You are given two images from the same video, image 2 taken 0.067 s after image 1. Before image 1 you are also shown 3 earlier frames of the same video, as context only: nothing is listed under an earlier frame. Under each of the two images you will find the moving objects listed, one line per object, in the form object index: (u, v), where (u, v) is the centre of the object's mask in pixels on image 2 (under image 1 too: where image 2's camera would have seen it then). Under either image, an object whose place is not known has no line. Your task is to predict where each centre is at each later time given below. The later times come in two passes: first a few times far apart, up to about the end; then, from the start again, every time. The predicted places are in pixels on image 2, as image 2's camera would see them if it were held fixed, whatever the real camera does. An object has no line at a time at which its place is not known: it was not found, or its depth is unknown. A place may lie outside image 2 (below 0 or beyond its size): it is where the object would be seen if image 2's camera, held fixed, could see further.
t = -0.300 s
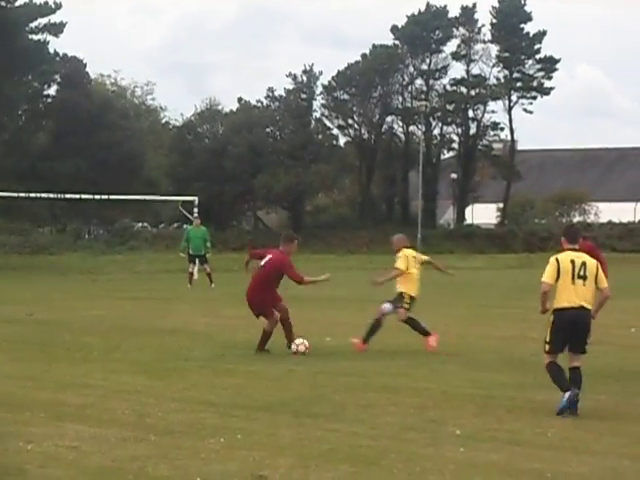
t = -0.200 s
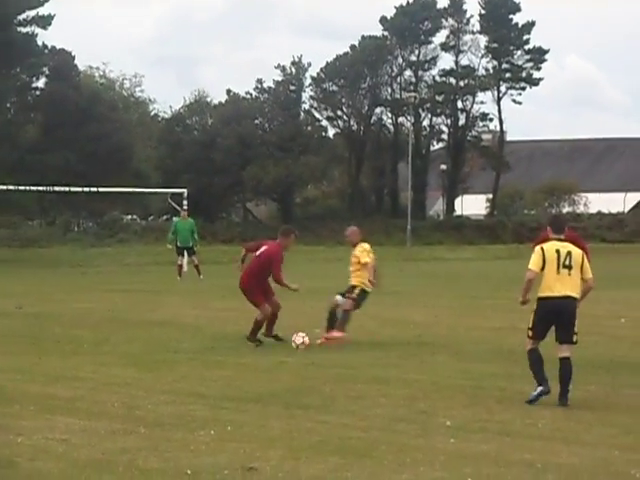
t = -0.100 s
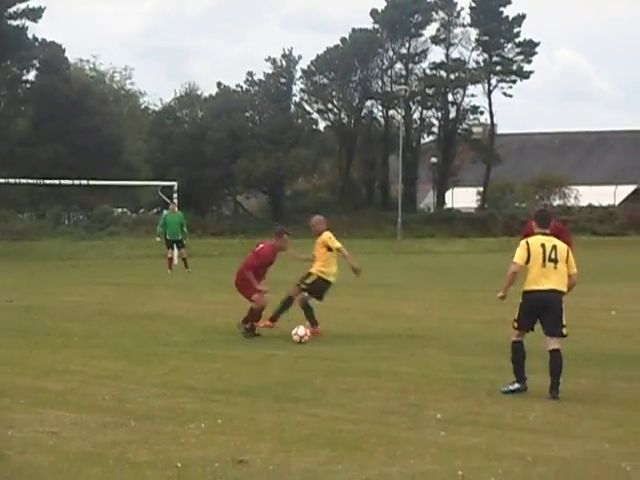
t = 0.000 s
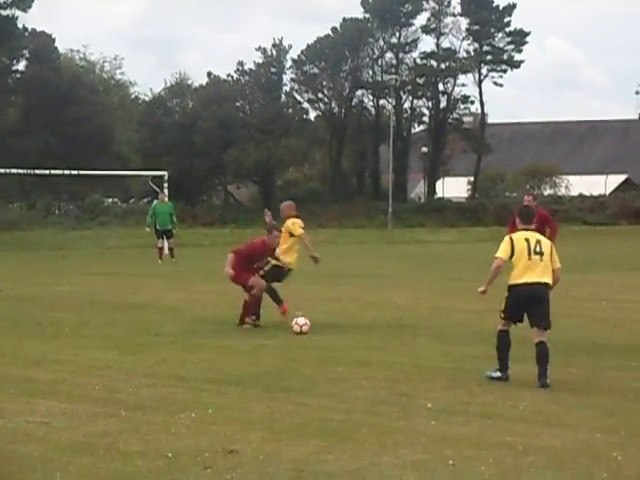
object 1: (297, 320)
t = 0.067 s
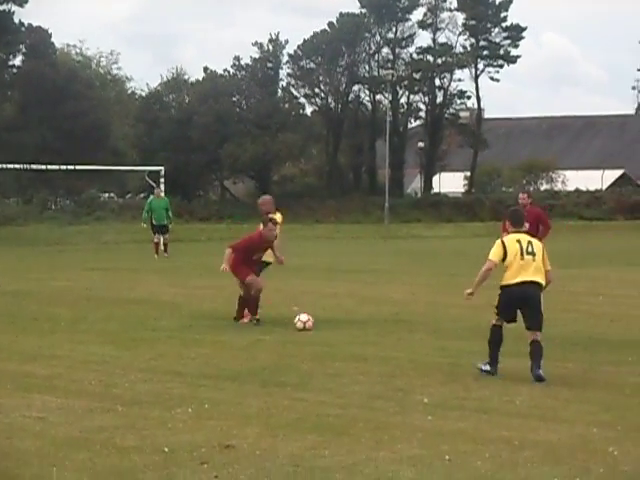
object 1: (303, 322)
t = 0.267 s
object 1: (322, 325)
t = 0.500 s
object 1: (344, 329)
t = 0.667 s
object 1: (359, 332)
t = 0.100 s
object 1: (306, 322)
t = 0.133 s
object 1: (309, 322)
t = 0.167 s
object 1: (313, 322)
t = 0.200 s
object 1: (316, 322)
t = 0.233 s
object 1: (319, 324)
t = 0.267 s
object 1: (322, 325)
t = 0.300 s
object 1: (325, 326)
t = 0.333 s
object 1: (328, 326)
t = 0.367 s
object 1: (331, 326)
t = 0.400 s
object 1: (334, 327)
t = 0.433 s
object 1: (337, 328)
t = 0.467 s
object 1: (340, 328)
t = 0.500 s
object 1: (344, 329)
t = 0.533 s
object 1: (346, 330)
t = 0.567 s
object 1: (349, 330)
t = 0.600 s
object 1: (352, 331)
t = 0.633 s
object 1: (355, 332)
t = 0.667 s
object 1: (359, 332)
